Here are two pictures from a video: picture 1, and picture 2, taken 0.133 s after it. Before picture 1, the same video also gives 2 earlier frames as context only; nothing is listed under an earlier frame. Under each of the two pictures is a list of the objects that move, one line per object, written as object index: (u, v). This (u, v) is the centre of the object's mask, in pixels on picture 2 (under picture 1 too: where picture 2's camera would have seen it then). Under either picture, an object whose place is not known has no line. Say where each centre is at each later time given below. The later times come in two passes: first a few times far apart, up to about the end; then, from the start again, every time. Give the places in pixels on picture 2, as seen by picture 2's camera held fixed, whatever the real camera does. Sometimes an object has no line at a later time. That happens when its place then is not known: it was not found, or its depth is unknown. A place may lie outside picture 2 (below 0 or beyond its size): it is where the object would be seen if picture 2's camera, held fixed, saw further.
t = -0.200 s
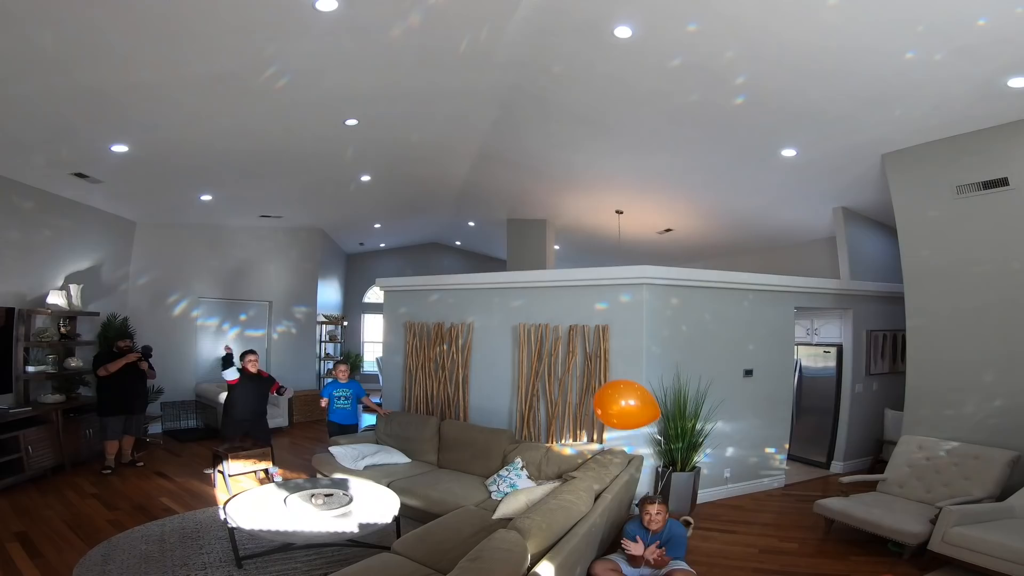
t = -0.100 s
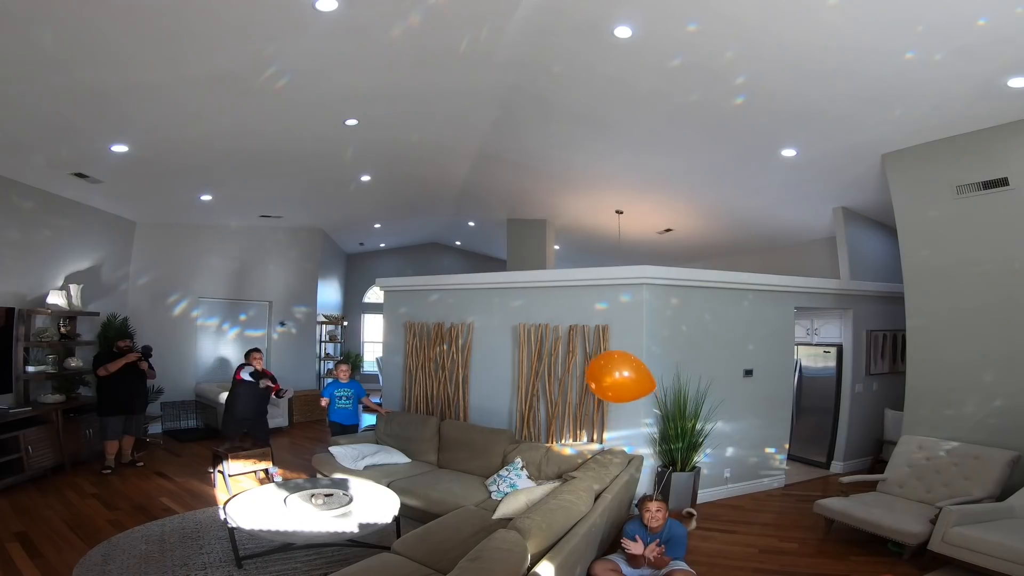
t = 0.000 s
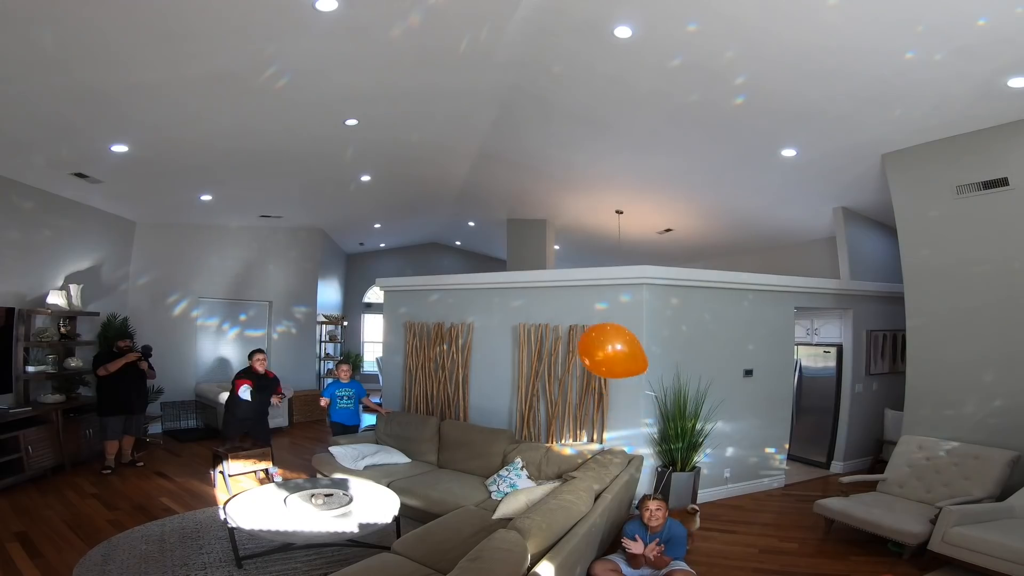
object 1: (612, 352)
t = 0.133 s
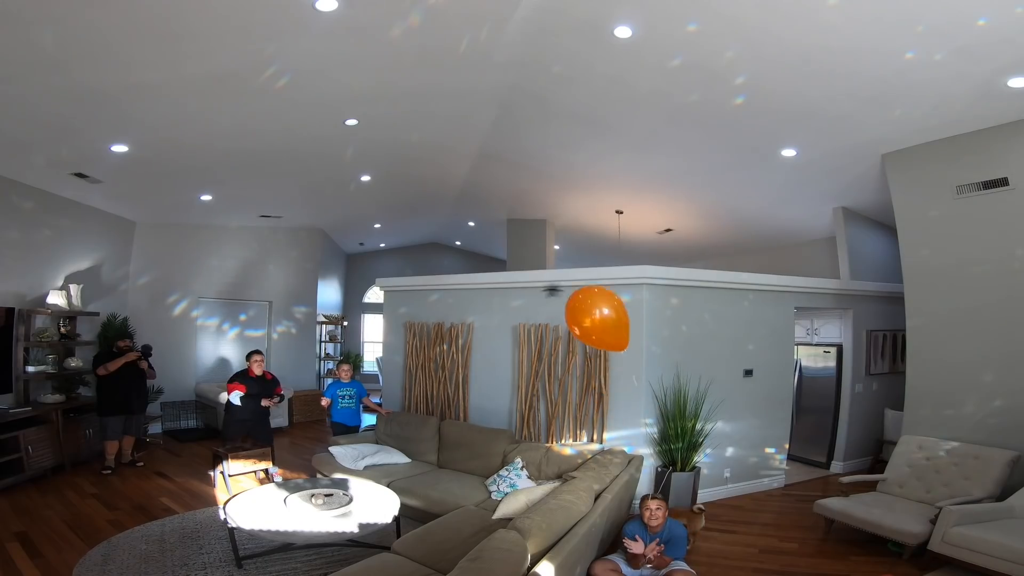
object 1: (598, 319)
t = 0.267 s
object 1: (584, 283)
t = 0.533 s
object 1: (566, 192)
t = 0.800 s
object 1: (576, 100)
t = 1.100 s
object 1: (610, 31)
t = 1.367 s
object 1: (623, 22)
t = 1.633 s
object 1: (630, 25)
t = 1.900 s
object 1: (633, 32)
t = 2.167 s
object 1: (631, 40)
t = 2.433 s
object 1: (625, 47)
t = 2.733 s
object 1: (615, 53)
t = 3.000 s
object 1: (607, 57)
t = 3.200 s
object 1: (601, 59)
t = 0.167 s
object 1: (595, 310)
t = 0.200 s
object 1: (591, 302)
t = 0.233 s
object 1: (588, 293)
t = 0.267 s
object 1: (584, 283)
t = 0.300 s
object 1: (581, 273)
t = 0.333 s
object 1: (578, 263)
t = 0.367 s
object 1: (576, 252)
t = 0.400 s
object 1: (573, 241)
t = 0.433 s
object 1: (571, 229)
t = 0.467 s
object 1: (569, 217)
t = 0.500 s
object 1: (568, 204)
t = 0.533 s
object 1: (566, 192)
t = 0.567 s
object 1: (566, 179)
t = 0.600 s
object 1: (566, 167)
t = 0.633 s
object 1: (567, 155)
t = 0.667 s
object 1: (568, 143)
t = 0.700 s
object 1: (569, 132)
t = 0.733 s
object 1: (571, 121)
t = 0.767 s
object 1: (573, 110)
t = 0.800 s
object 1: (576, 100)
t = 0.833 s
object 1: (579, 90)
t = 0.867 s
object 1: (582, 81)
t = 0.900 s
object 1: (586, 72)
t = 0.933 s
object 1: (590, 64)
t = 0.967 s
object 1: (594, 57)
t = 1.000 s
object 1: (598, 50)
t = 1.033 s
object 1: (603, 43)
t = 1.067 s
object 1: (606, 37)
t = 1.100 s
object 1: (610, 31)
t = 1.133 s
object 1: (613, 26)
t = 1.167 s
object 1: (615, 21)
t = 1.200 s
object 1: (617, 19)
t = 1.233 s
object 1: (618, 19)
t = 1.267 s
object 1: (620, 20)
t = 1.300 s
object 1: (621, 21)
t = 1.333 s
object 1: (622, 21)
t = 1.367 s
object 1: (623, 22)
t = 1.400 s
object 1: (624, 22)
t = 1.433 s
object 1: (624, 22)
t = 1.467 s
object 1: (625, 22)
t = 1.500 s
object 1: (626, 22)
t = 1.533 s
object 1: (627, 22)
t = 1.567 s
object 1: (628, 23)
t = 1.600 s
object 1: (629, 24)
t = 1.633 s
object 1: (630, 25)
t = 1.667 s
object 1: (630, 26)
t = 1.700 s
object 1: (631, 27)
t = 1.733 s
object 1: (631, 28)
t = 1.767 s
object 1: (632, 29)
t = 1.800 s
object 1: (632, 30)
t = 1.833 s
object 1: (632, 30)
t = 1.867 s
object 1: (632, 31)
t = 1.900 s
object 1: (633, 32)
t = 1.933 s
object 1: (632, 33)
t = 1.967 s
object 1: (632, 34)
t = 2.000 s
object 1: (632, 35)
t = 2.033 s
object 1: (632, 36)
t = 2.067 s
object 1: (632, 37)
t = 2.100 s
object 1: (632, 38)
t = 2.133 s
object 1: (631, 39)
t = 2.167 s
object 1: (631, 40)
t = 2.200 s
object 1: (630, 41)
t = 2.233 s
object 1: (630, 41)
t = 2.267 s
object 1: (629, 43)
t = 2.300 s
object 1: (628, 44)
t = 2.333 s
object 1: (628, 44)
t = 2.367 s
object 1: (627, 45)
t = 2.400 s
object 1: (626, 46)
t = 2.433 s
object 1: (625, 47)
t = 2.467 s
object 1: (624, 47)
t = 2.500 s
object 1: (623, 48)
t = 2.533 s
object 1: (622, 49)
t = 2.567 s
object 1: (621, 49)
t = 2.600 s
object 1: (620, 50)
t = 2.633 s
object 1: (618, 50)
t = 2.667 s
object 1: (618, 51)
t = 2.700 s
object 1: (616, 53)
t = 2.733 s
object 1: (615, 53)
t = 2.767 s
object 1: (614, 54)
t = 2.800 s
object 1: (613, 54)
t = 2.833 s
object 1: (612, 55)
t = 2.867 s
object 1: (611, 55)
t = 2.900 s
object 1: (610, 56)
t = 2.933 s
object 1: (609, 56)
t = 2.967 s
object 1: (608, 56)
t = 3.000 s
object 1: (607, 57)
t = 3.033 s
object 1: (606, 57)
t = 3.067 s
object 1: (605, 58)
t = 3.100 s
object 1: (604, 58)
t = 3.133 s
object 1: (603, 58)
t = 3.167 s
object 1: (602, 59)
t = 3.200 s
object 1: (601, 59)
